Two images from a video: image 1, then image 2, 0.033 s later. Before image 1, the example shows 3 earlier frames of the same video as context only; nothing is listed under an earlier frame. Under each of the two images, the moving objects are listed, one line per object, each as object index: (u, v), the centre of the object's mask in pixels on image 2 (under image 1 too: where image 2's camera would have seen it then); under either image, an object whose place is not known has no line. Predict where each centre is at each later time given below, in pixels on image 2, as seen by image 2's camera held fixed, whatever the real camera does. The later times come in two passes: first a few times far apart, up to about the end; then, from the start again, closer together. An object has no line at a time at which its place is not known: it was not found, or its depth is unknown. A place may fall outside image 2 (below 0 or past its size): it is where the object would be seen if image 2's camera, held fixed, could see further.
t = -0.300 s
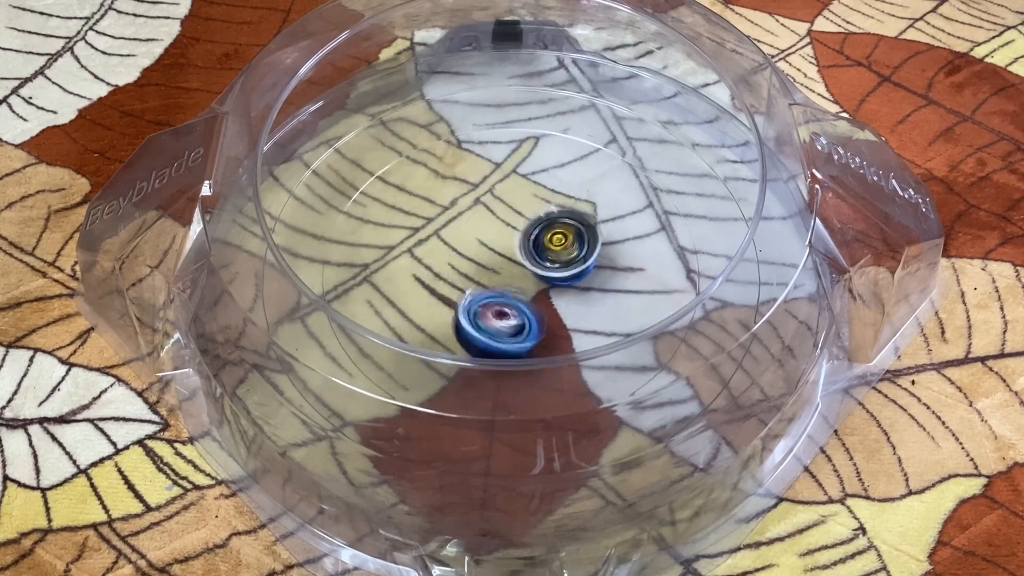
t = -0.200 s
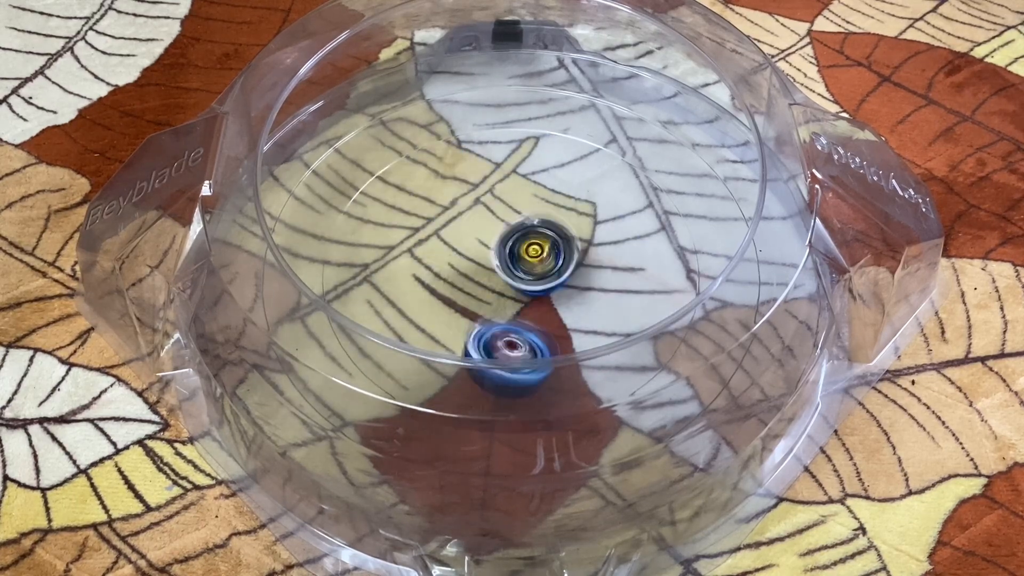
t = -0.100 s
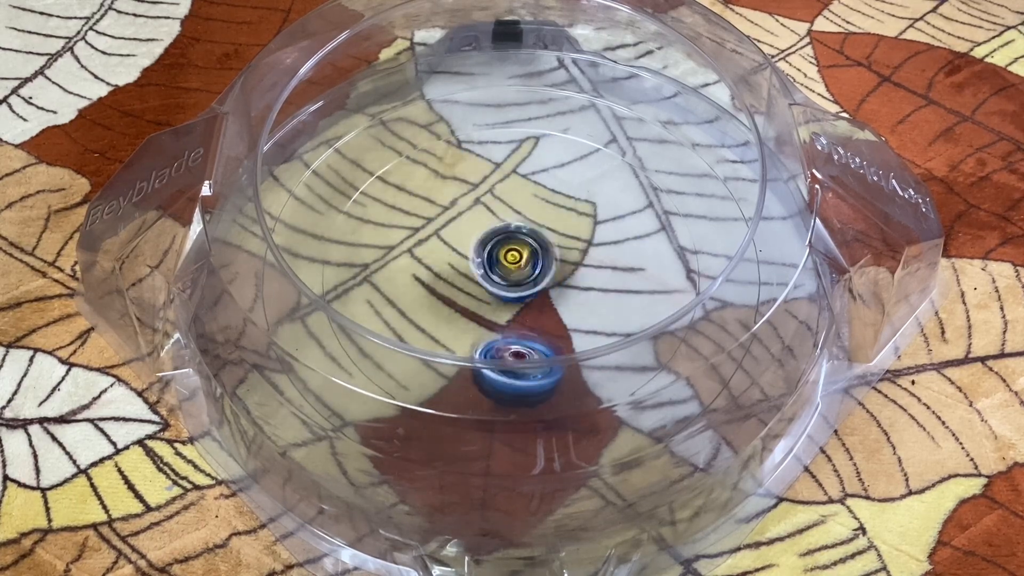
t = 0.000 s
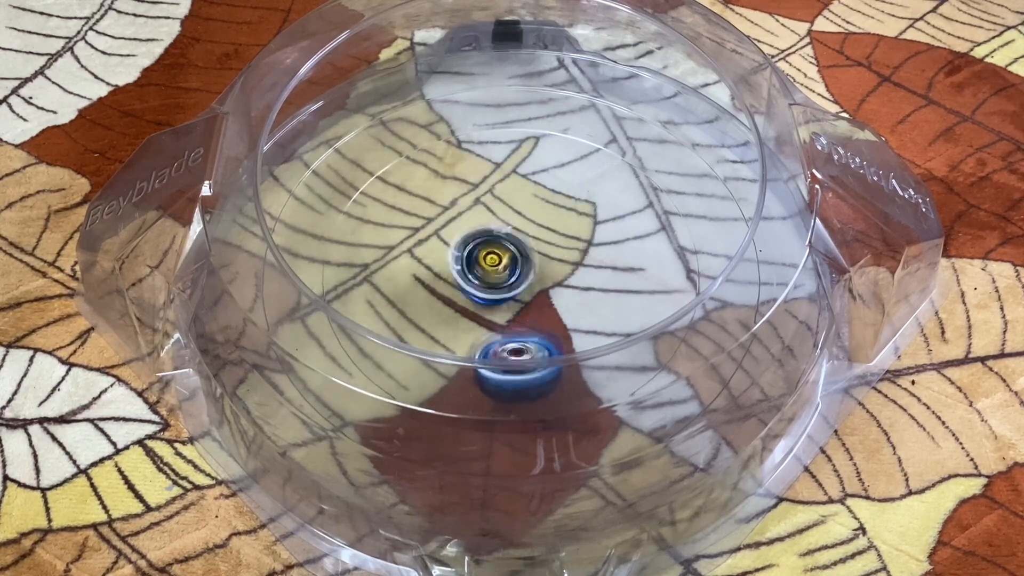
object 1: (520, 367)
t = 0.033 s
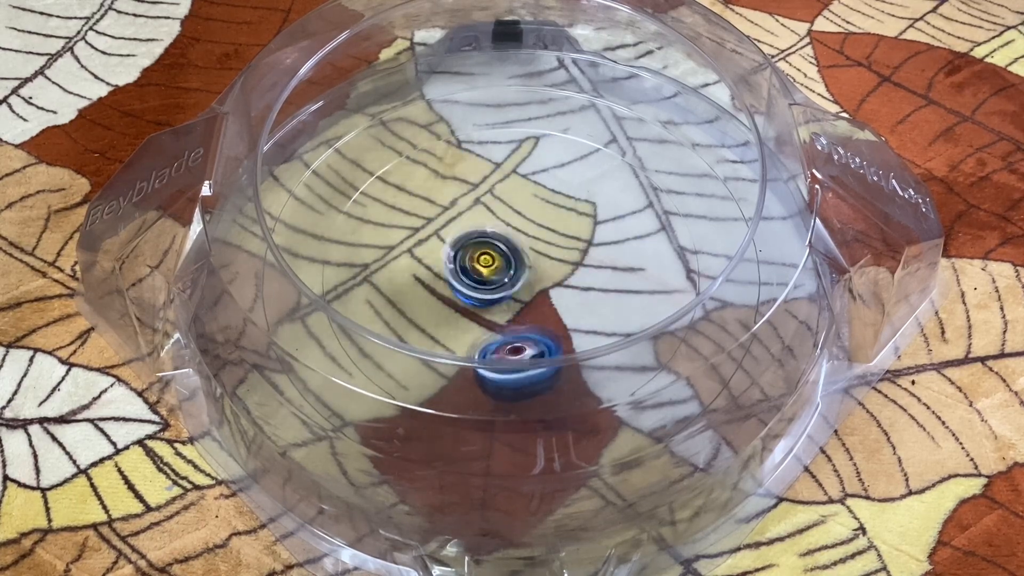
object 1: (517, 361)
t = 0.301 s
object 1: (532, 286)
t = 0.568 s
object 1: (566, 158)
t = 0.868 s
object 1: (548, 164)
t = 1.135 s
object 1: (428, 264)
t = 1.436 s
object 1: (350, 331)
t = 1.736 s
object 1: (462, 378)
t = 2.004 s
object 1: (566, 280)
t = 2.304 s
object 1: (593, 226)
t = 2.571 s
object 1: (572, 235)
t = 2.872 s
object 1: (548, 213)
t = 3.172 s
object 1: (538, 221)
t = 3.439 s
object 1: (539, 232)
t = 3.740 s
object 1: (514, 236)
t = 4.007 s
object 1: (510, 234)
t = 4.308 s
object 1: (510, 234)
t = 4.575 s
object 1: (510, 234)
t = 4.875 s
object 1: (510, 234)
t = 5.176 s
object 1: (510, 234)
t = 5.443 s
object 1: (511, 234)
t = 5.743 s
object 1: (511, 234)
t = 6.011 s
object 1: (511, 234)
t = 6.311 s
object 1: (511, 234)
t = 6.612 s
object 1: (511, 234)
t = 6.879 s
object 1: (511, 234)
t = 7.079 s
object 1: (511, 234)
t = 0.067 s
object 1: (518, 360)
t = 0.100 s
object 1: (519, 356)
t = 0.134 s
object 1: (520, 349)
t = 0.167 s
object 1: (522, 335)
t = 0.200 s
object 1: (524, 328)
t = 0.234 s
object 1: (526, 317)
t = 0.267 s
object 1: (527, 302)
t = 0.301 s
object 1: (532, 286)
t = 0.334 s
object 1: (538, 267)
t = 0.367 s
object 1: (544, 250)
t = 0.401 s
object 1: (547, 233)
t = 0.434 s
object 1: (552, 217)
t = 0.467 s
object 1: (557, 200)
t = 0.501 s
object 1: (562, 183)
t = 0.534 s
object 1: (565, 169)
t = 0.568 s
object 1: (566, 158)
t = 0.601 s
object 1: (566, 150)
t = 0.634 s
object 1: (564, 145)
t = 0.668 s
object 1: (563, 142)
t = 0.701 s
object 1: (562, 143)
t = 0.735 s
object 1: (560, 144)
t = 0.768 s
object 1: (560, 147)
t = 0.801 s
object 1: (558, 151)
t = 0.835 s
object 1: (554, 156)
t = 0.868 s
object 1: (548, 164)
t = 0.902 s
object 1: (540, 173)
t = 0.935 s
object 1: (530, 186)
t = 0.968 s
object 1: (519, 201)
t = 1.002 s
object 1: (507, 215)
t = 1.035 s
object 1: (495, 229)
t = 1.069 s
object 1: (483, 243)
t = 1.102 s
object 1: (462, 256)
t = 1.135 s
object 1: (428, 264)
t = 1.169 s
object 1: (401, 273)
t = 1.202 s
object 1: (383, 281)
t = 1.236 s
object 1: (371, 288)
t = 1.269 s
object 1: (362, 291)
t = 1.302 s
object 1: (352, 303)
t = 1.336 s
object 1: (348, 307)
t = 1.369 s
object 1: (347, 314)
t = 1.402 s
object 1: (347, 321)
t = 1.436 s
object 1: (350, 331)
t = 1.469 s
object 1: (355, 343)
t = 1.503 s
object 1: (363, 352)
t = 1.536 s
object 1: (375, 360)
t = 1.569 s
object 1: (385, 374)
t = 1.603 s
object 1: (399, 377)
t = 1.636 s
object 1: (412, 384)
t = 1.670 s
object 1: (428, 386)
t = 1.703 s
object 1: (445, 386)
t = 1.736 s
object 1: (462, 378)
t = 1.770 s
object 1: (477, 376)
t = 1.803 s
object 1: (491, 369)
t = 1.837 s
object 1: (505, 355)
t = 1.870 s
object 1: (516, 337)
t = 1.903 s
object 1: (526, 329)
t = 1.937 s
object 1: (538, 314)
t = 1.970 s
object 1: (552, 298)
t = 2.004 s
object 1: (566, 280)
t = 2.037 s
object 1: (579, 261)
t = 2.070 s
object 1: (588, 244)
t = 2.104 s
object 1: (596, 231)
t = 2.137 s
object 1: (600, 225)
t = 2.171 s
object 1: (600, 221)
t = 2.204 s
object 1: (596, 220)
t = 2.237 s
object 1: (590, 225)
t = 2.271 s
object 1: (589, 227)
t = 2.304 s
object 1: (593, 226)
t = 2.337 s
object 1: (600, 224)
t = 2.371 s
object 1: (601, 224)
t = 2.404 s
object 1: (599, 224)
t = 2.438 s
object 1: (594, 226)
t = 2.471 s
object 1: (588, 230)
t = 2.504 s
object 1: (583, 234)
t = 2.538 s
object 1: (576, 237)
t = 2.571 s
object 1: (572, 235)
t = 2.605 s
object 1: (565, 234)
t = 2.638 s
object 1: (559, 230)
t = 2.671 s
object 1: (553, 227)
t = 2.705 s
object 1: (548, 223)
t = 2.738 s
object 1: (547, 220)
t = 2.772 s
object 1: (547, 217)
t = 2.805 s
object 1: (547, 215)
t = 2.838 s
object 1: (548, 213)
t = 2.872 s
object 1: (548, 213)
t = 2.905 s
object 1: (548, 213)
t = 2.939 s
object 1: (548, 215)
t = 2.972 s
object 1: (549, 215)
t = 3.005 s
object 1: (548, 218)
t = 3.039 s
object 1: (547, 219)
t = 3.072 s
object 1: (547, 219)
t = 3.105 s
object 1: (545, 219)
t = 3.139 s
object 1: (540, 220)
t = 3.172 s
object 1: (538, 221)
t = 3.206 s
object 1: (537, 223)
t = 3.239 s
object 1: (538, 227)
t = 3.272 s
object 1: (540, 229)
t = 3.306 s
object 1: (540, 231)
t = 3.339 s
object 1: (539, 230)
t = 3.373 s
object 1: (539, 230)
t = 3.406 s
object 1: (539, 230)
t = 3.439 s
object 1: (539, 232)
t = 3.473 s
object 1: (540, 235)
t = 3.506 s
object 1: (538, 240)
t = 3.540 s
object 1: (533, 241)
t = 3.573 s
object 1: (526, 245)
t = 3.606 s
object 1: (517, 243)
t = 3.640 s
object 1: (513, 240)
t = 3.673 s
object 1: (514, 239)
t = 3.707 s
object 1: (514, 237)
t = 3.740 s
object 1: (514, 236)
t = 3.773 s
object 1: (512, 236)
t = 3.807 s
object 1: (513, 236)
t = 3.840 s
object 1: (512, 234)
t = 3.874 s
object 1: (511, 234)
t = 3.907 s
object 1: (511, 234)
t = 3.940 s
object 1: (510, 234)
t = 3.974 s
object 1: (510, 234)
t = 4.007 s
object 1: (510, 234)
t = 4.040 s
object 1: (510, 234)
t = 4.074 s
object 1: (510, 234)
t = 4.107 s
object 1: (510, 234)
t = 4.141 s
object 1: (510, 234)
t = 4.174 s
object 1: (510, 234)
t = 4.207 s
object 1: (510, 234)
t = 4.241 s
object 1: (510, 234)
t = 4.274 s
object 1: (510, 234)
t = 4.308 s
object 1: (510, 234)
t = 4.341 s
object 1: (510, 234)
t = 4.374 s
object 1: (510, 234)
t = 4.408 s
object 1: (510, 234)
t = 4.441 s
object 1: (510, 234)
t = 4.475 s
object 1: (510, 234)
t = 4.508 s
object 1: (510, 234)
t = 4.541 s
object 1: (510, 234)
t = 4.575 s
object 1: (510, 234)
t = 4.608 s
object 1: (510, 234)
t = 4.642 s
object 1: (510, 234)
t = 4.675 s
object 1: (510, 234)
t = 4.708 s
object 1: (510, 234)
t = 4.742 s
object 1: (510, 234)
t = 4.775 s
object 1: (510, 234)
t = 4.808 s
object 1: (510, 234)
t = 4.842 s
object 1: (510, 234)
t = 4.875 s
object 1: (510, 234)
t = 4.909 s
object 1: (510, 234)
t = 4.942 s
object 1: (510, 234)
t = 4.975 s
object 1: (510, 234)
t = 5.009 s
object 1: (510, 234)
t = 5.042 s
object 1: (510, 234)
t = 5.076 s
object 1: (510, 234)
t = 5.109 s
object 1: (510, 234)
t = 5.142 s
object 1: (510, 234)
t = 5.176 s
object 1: (510, 234)
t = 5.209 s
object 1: (510, 234)
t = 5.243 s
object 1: (510, 234)
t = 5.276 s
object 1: (510, 234)
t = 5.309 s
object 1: (510, 234)
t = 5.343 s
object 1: (510, 234)
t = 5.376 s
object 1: (510, 234)
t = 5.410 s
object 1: (510, 234)
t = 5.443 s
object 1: (511, 234)
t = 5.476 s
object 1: (510, 234)
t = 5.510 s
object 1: (510, 234)
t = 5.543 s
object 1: (510, 234)
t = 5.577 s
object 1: (510, 234)
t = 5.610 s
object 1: (510, 234)
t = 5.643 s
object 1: (510, 234)
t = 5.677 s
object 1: (510, 234)
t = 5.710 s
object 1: (510, 234)
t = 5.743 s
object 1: (511, 234)
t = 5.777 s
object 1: (510, 234)
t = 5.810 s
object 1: (510, 234)
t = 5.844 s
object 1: (510, 234)
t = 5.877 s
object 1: (510, 234)
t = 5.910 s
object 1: (510, 234)
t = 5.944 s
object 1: (511, 234)
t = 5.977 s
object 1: (510, 234)
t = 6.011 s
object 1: (511, 234)
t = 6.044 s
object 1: (510, 234)
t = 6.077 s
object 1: (511, 234)
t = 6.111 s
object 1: (511, 234)
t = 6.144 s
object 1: (511, 234)
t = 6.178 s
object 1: (510, 234)
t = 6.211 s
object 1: (510, 234)
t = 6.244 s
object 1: (511, 234)
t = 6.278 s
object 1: (511, 234)
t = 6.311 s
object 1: (511, 234)
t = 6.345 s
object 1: (511, 234)
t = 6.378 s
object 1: (511, 234)
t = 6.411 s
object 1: (511, 234)
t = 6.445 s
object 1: (511, 234)
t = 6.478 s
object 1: (511, 234)
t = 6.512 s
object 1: (511, 234)
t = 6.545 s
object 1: (511, 234)
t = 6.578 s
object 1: (511, 234)
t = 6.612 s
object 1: (511, 234)
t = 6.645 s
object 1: (511, 234)
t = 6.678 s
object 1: (511, 234)
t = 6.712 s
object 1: (511, 234)
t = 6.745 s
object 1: (511, 234)
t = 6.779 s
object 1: (511, 234)
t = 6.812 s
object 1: (511, 234)
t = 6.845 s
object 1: (511, 234)
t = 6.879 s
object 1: (511, 234)
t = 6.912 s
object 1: (511, 234)
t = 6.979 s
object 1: (511, 234)
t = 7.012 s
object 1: (511, 234)
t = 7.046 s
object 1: (511, 234)
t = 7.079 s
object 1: (511, 234)
